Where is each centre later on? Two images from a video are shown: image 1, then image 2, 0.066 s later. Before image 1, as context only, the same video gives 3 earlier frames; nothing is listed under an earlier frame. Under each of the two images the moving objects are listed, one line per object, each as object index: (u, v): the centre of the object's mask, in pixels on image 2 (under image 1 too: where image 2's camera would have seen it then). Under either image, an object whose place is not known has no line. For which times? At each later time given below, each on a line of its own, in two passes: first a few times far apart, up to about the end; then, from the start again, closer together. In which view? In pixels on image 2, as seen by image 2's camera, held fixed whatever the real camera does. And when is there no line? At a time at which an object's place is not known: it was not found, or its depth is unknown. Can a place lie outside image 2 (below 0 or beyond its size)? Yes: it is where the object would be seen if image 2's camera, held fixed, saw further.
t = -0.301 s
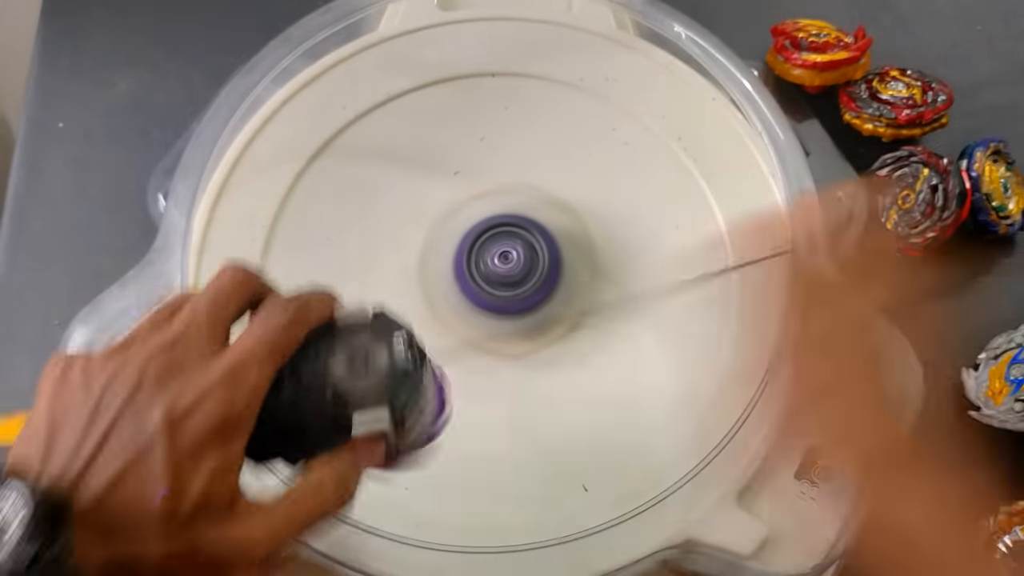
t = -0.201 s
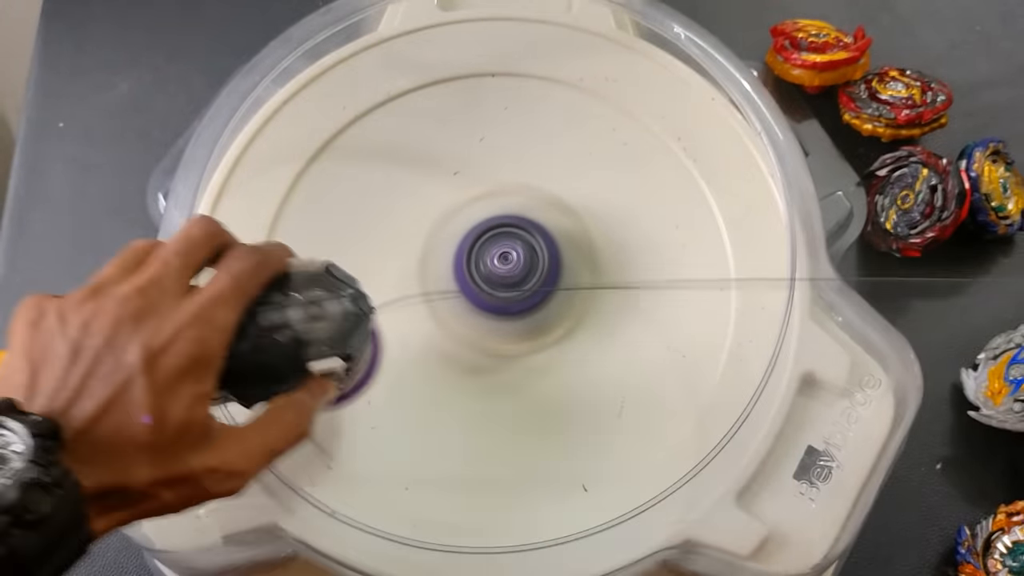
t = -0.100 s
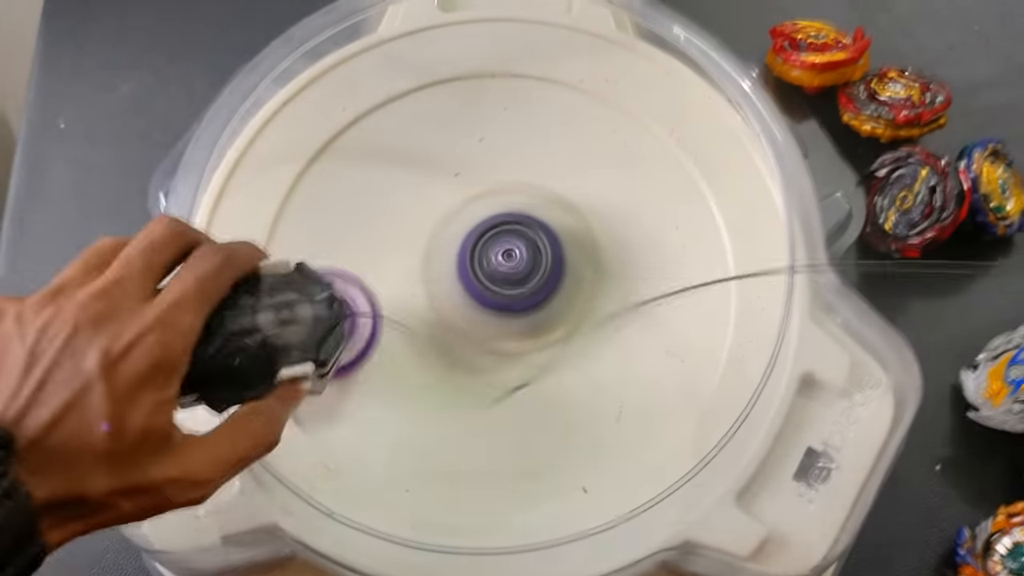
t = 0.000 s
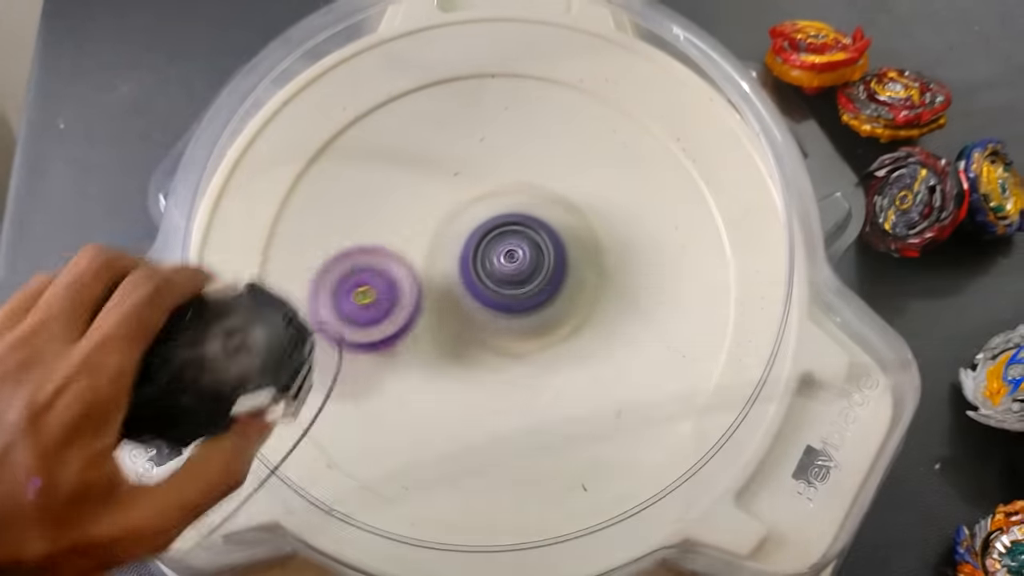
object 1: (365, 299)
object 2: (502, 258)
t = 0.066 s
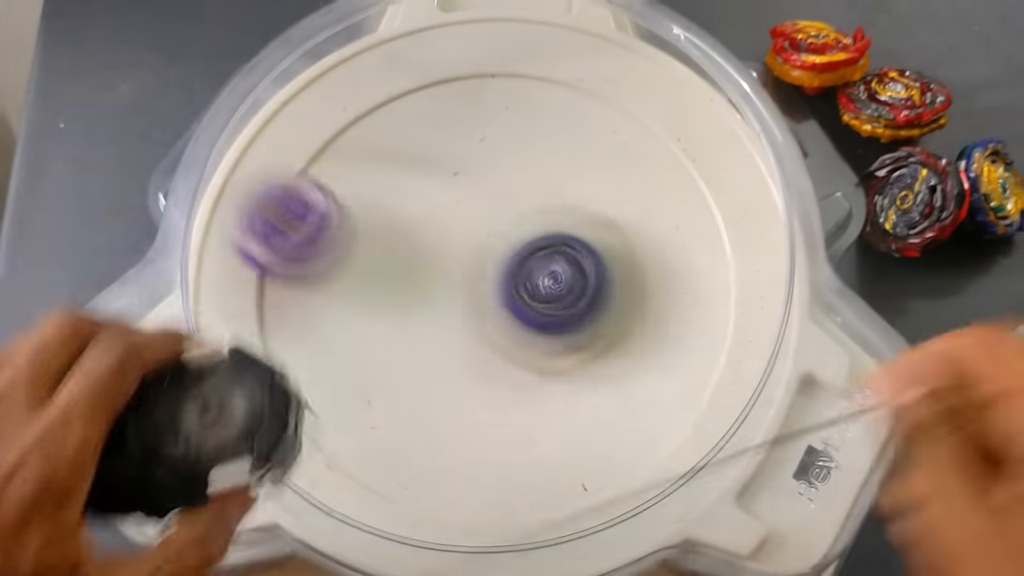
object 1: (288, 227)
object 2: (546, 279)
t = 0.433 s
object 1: (462, 206)
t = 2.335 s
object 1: (615, 185)
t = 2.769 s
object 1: (584, 270)
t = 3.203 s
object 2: (430, 230)
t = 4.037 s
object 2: (493, 211)
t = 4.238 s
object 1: (329, 465)
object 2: (526, 202)
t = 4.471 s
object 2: (538, 217)
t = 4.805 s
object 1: (374, 214)
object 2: (571, 254)
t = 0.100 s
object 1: (246, 182)
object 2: (569, 296)
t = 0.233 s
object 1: (312, 150)
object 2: (620, 308)
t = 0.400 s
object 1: (438, 193)
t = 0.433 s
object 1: (462, 206)
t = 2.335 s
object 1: (615, 185)
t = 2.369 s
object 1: (640, 189)
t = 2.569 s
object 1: (658, 220)
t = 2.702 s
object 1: (588, 244)
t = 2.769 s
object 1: (584, 270)
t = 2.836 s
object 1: (611, 323)
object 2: (409, 246)
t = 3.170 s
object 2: (428, 228)
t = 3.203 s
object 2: (430, 230)
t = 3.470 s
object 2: (442, 208)
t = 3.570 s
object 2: (445, 201)
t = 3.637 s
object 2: (451, 205)
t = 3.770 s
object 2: (463, 210)
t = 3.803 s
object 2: (467, 212)
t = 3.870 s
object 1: (570, 336)
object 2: (474, 214)
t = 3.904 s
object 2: (477, 214)
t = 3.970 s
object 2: (485, 210)
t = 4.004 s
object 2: (490, 210)
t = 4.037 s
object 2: (493, 211)
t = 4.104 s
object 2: (512, 205)
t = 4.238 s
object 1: (329, 465)
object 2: (526, 202)
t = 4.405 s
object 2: (535, 213)
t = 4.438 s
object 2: (536, 215)
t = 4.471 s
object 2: (538, 217)
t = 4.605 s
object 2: (540, 231)
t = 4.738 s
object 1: (380, 245)
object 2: (569, 244)
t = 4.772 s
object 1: (373, 227)
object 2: (571, 248)
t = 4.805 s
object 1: (374, 214)
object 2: (571, 254)
